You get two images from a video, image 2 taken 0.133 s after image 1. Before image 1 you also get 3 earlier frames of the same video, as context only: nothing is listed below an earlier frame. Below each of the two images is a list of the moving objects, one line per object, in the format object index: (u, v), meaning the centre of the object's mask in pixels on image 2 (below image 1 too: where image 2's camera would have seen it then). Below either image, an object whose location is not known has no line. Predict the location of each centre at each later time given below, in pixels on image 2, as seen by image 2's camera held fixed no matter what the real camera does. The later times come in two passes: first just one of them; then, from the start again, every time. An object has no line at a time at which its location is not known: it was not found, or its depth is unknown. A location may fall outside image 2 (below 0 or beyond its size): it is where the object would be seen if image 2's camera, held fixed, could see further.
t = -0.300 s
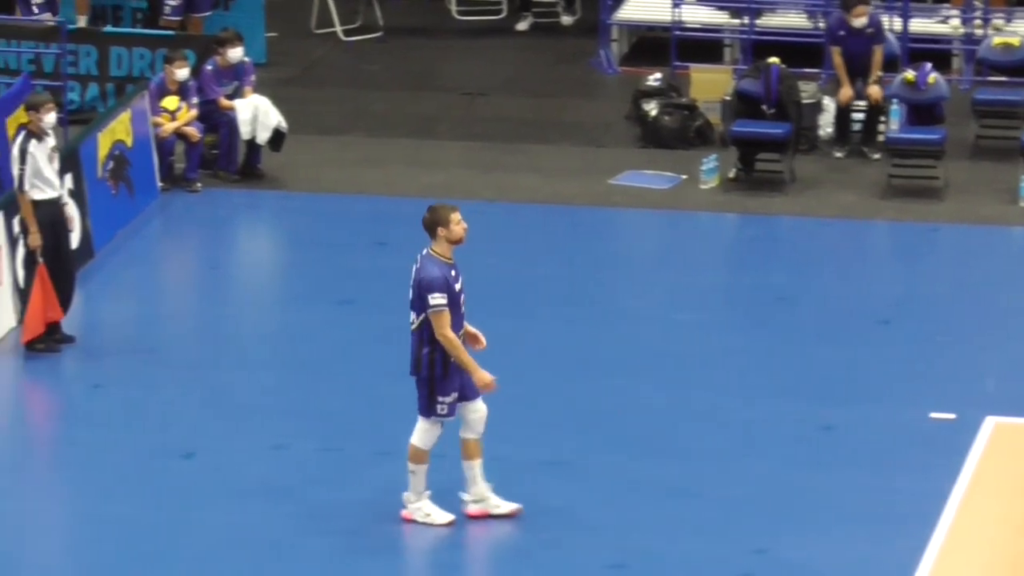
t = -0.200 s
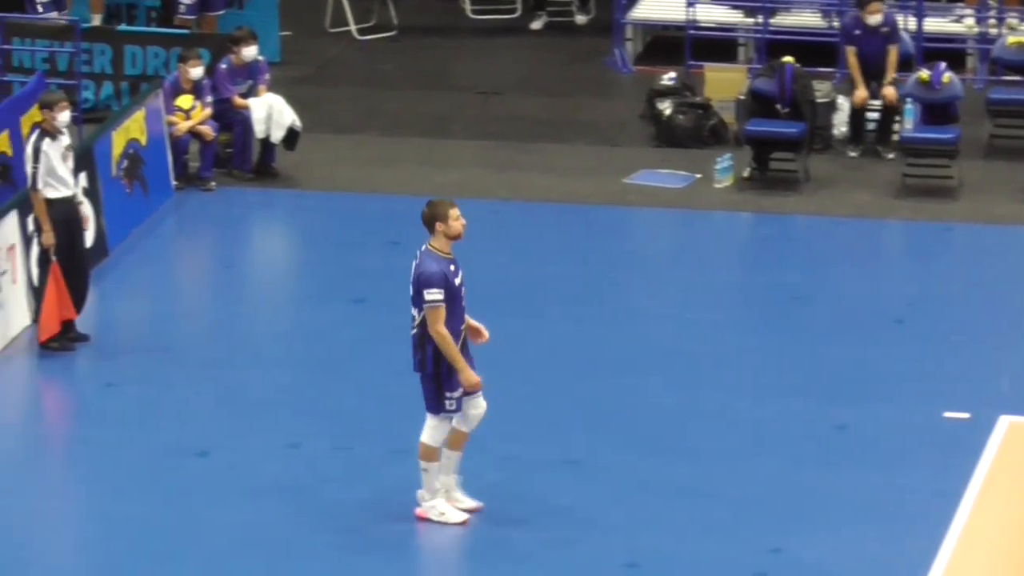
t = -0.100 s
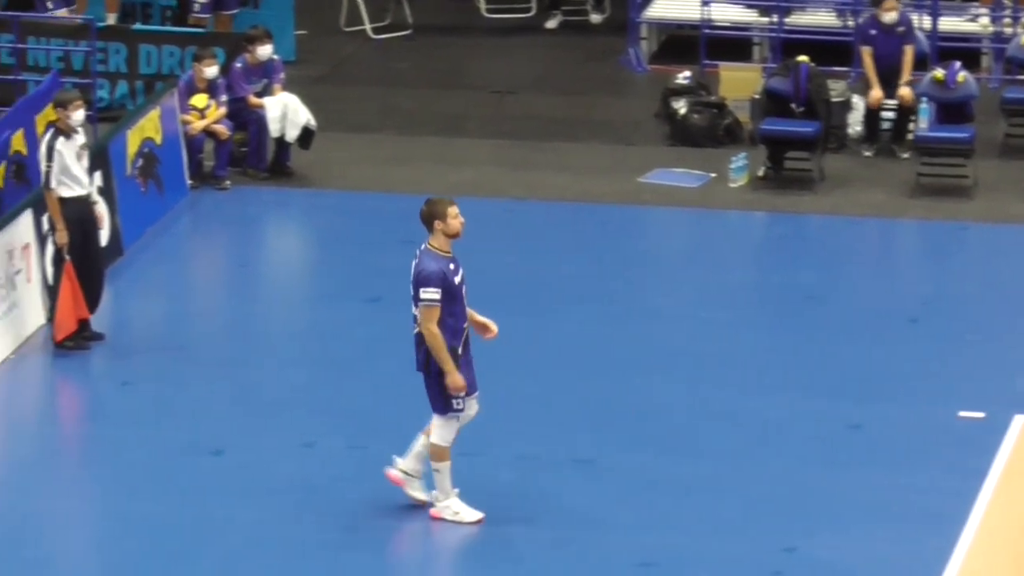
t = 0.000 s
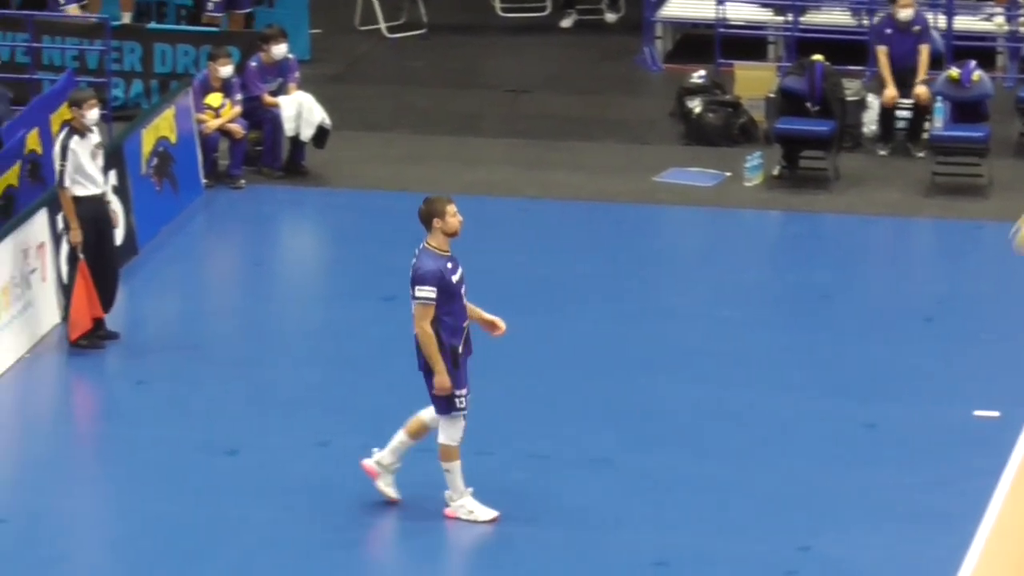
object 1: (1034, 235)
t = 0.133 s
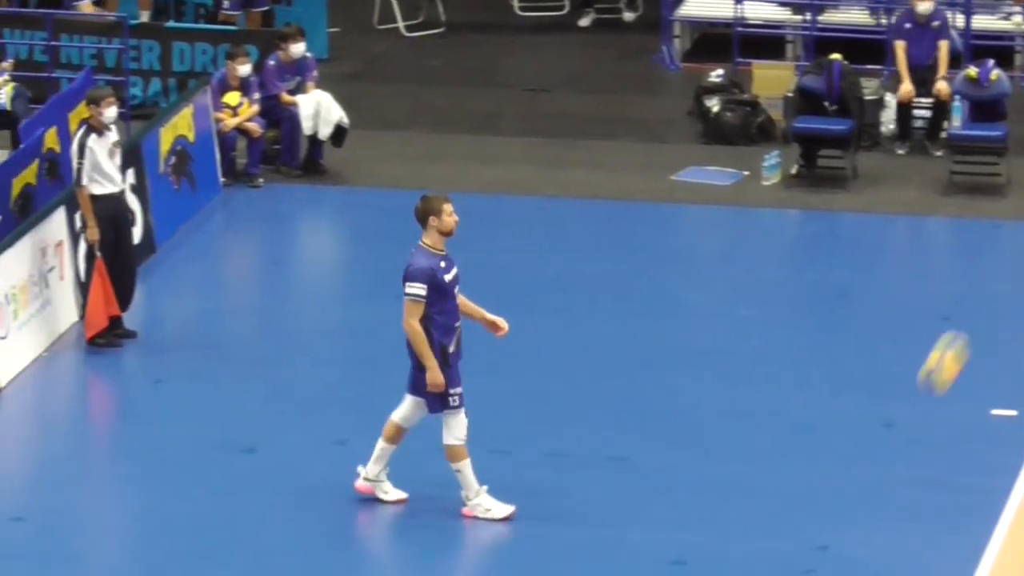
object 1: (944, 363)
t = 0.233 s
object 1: (866, 466)
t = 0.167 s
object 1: (919, 399)
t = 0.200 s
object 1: (891, 438)
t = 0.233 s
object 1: (866, 466)
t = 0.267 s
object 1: (847, 441)
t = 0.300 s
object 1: (829, 416)
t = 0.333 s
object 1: (810, 393)
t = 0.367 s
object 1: (791, 370)
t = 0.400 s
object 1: (772, 350)
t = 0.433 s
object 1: (753, 329)
